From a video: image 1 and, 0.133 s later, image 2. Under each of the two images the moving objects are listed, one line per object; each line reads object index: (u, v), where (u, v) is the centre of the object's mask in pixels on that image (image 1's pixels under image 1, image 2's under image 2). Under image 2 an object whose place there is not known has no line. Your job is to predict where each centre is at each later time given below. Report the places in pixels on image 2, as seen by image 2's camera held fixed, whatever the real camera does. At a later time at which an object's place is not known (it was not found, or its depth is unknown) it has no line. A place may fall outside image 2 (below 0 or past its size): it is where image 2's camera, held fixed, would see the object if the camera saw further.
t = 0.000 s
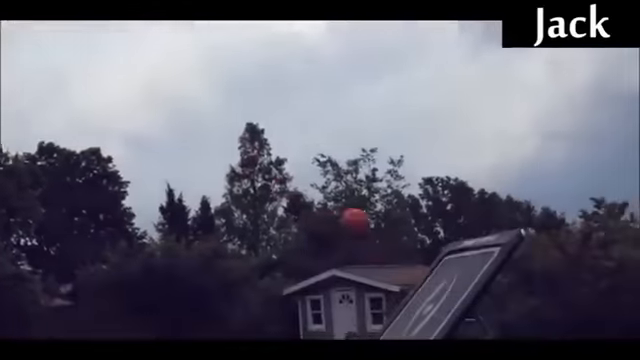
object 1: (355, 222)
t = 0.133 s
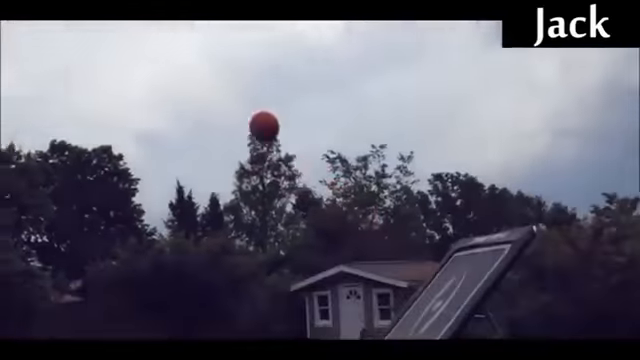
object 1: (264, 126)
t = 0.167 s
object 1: (237, 107)
